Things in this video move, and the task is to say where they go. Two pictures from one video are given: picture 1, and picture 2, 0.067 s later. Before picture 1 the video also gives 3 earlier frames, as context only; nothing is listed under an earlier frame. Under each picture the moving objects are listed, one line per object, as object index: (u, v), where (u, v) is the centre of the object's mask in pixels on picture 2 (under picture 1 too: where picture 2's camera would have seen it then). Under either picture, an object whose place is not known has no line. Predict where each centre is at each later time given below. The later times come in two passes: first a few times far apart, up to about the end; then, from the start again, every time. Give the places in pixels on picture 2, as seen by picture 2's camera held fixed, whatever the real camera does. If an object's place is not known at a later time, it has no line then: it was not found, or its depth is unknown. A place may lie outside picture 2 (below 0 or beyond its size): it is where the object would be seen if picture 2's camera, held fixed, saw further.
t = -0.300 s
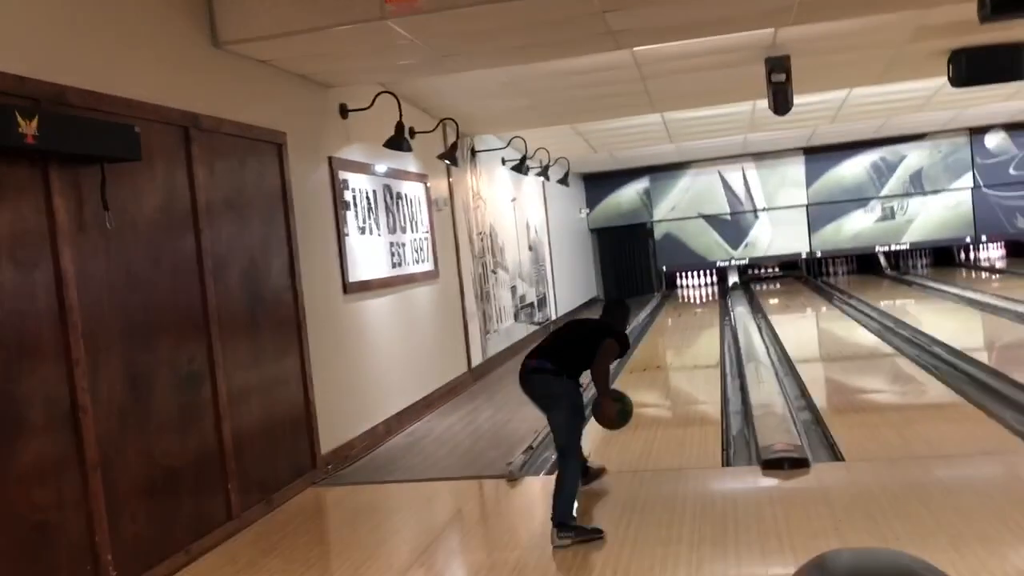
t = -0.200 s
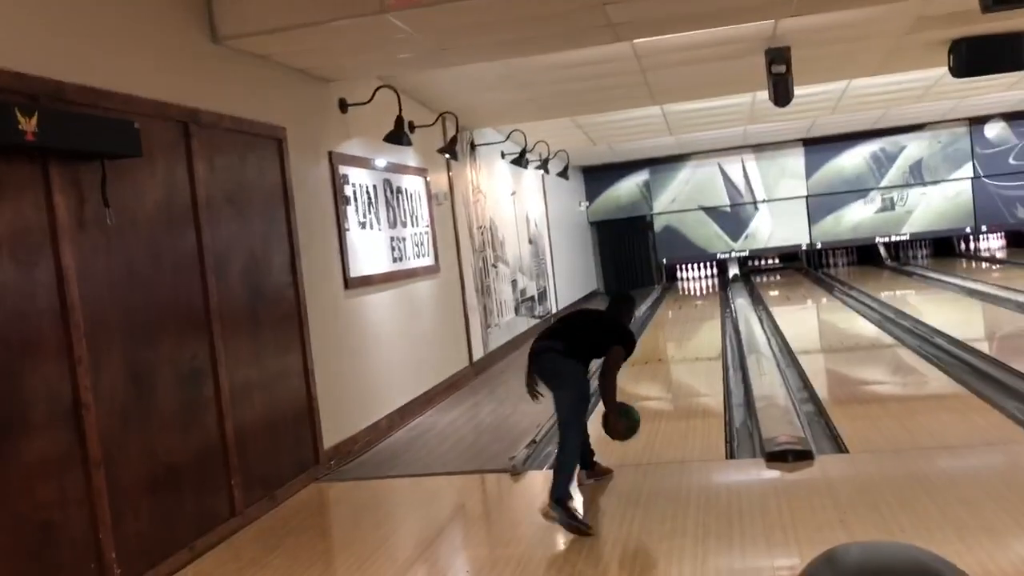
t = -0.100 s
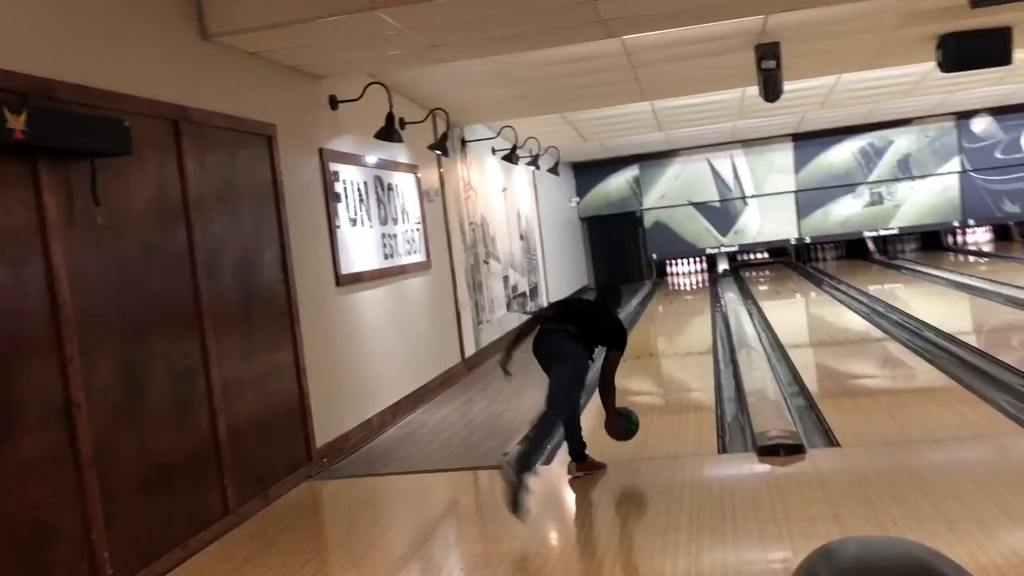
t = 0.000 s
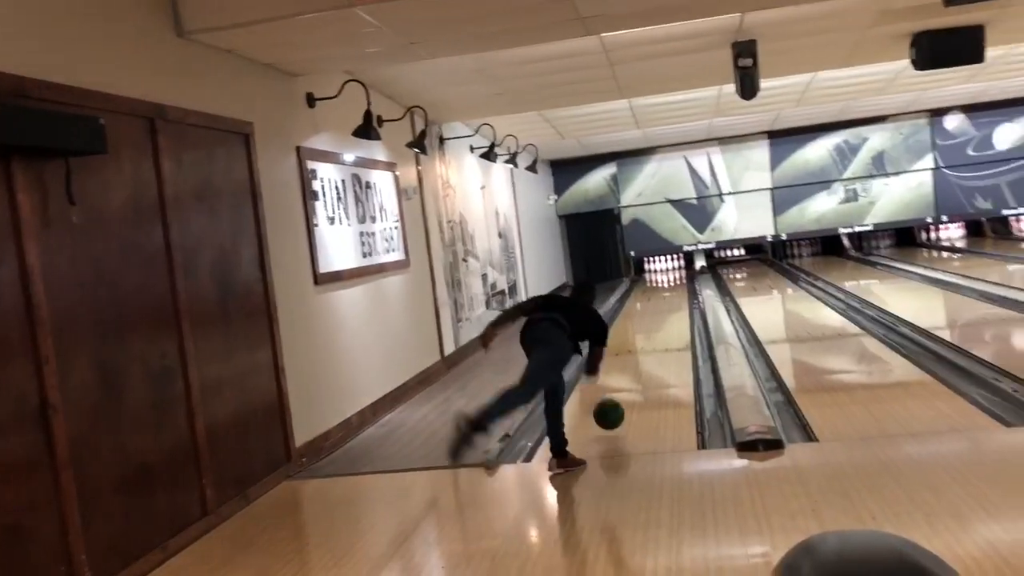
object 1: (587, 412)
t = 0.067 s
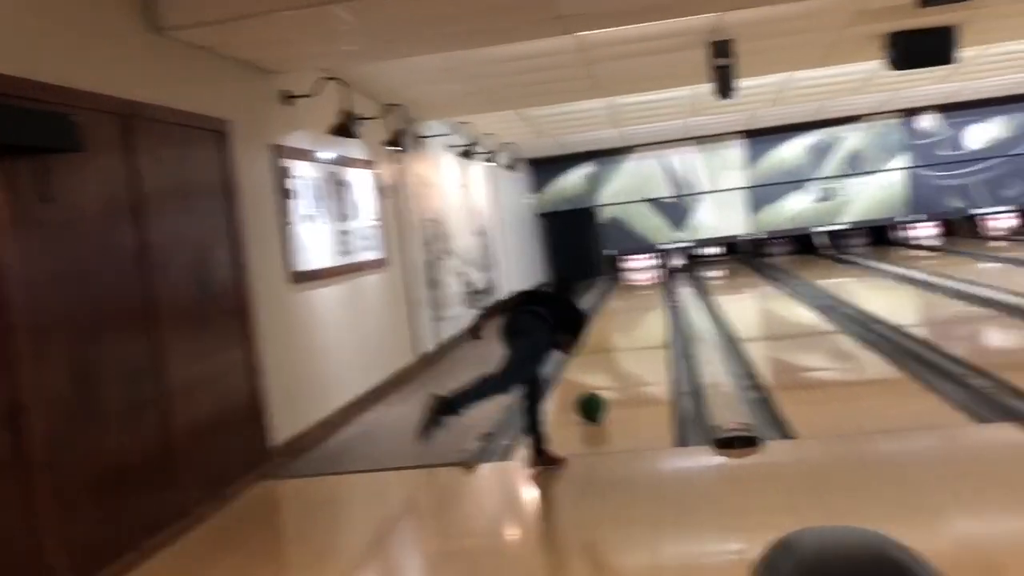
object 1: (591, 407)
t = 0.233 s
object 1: (597, 381)
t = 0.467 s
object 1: (602, 355)
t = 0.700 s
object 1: (606, 338)
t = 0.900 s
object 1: (610, 322)
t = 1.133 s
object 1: (612, 310)
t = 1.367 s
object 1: (615, 301)
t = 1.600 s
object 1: (617, 292)
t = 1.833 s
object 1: (619, 286)
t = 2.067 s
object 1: (621, 281)
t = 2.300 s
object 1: (622, 278)
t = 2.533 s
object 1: (624, 274)
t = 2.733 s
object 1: (628, 270)
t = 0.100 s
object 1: (593, 401)
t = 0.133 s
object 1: (593, 395)
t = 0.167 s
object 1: (595, 390)
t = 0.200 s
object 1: (596, 385)
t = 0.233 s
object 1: (597, 381)
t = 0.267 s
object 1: (598, 377)
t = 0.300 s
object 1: (599, 372)
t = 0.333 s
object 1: (599, 368)
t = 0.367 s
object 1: (600, 364)
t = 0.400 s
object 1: (601, 361)
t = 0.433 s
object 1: (602, 358)
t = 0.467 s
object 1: (602, 355)
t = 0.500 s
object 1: (603, 352)
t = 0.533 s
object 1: (604, 349)
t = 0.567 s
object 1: (605, 347)
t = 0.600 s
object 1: (605, 344)
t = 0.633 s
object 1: (605, 342)
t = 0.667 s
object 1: (606, 340)
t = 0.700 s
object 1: (606, 338)
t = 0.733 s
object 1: (606, 335)
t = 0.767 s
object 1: (607, 334)
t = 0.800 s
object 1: (608, 333)
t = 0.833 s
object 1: (612, 325)
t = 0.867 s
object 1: (611, 323)
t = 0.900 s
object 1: (610, 322)
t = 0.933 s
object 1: (610, 320)
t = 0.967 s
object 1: (610, 318)
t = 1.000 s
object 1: (611, 317)
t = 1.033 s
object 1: (611, 315)
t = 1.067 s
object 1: (612, 314)
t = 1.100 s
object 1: (612, 312)
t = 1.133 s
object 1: (612, 310)
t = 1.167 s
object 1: (613, 309)
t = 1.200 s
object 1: (613, 307)
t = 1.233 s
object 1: (614, 306)
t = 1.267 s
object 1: (614, 305)
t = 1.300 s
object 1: (615, 303)
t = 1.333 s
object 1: (615, 302)
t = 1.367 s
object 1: (615, 301)
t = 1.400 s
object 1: (615, 300)
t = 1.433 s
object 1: (616, 298)
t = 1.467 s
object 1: (616, 297)
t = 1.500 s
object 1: (616, 296)
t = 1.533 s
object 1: (617, 295)
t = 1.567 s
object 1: (617, 294)
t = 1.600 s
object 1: (617, 292)
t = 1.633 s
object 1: (617, 292)
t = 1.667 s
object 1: (617, 291)
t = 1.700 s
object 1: (618, 290)
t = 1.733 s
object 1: (618, 290)
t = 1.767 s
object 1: (618, 289)
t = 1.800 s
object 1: (618, 288)
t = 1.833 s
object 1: (619, 286)
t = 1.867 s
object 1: (619, 286)
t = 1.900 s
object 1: (619, 285)
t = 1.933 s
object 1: (620, 285)
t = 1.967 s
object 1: (620, 284)
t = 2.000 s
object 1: (621, 284)
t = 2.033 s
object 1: (621, 283)
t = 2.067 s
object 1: (621, 281)
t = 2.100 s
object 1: (622, 281)
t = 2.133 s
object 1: (621, 281)
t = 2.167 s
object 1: (622, 280)
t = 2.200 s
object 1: (622, 279)
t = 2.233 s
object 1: (622, 279)
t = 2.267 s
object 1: (622, 279)
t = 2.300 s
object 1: (622, 278)
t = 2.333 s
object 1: (622, 278)
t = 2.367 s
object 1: (623, 278)
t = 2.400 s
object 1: (623, 277)
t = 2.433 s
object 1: (622, 277)
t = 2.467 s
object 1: (623, 278)
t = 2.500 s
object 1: (623, 277)
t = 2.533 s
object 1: (624, 274)
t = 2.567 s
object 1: (625, 273)
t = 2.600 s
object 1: (625, 272)
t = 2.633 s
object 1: (625, 272)
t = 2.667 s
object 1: (626, 271)
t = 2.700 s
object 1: (627, 271)
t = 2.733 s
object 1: (628, 270)
